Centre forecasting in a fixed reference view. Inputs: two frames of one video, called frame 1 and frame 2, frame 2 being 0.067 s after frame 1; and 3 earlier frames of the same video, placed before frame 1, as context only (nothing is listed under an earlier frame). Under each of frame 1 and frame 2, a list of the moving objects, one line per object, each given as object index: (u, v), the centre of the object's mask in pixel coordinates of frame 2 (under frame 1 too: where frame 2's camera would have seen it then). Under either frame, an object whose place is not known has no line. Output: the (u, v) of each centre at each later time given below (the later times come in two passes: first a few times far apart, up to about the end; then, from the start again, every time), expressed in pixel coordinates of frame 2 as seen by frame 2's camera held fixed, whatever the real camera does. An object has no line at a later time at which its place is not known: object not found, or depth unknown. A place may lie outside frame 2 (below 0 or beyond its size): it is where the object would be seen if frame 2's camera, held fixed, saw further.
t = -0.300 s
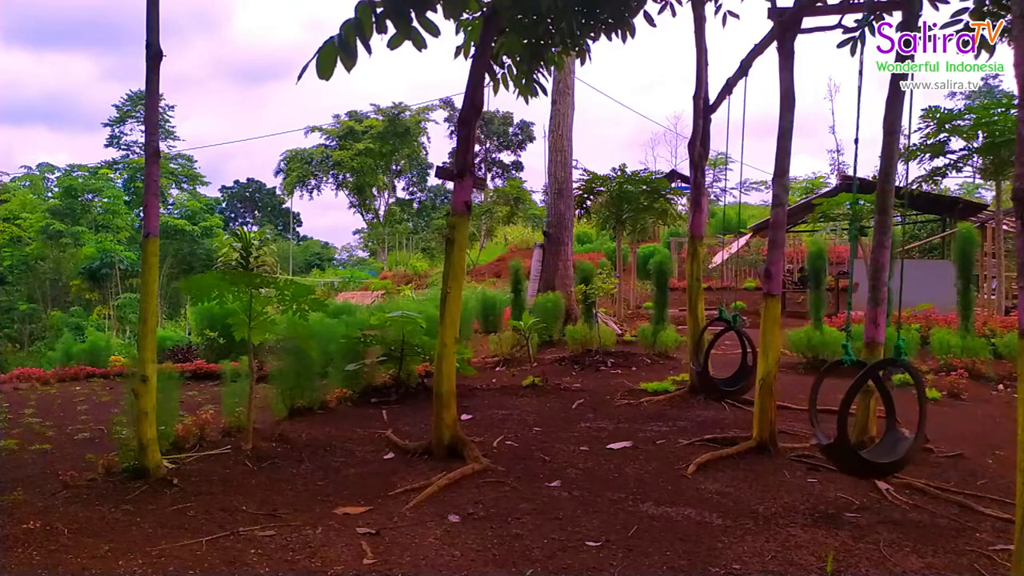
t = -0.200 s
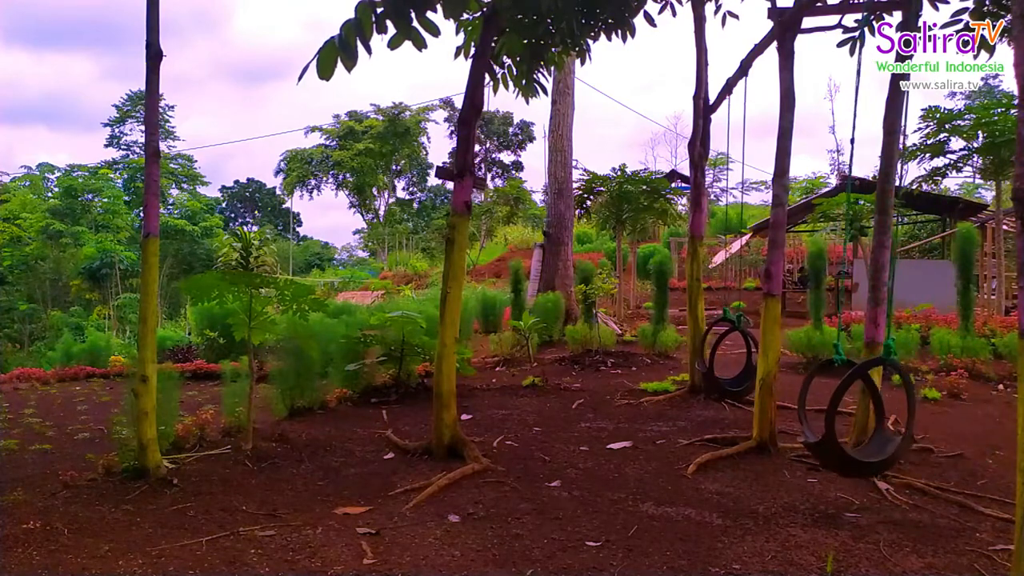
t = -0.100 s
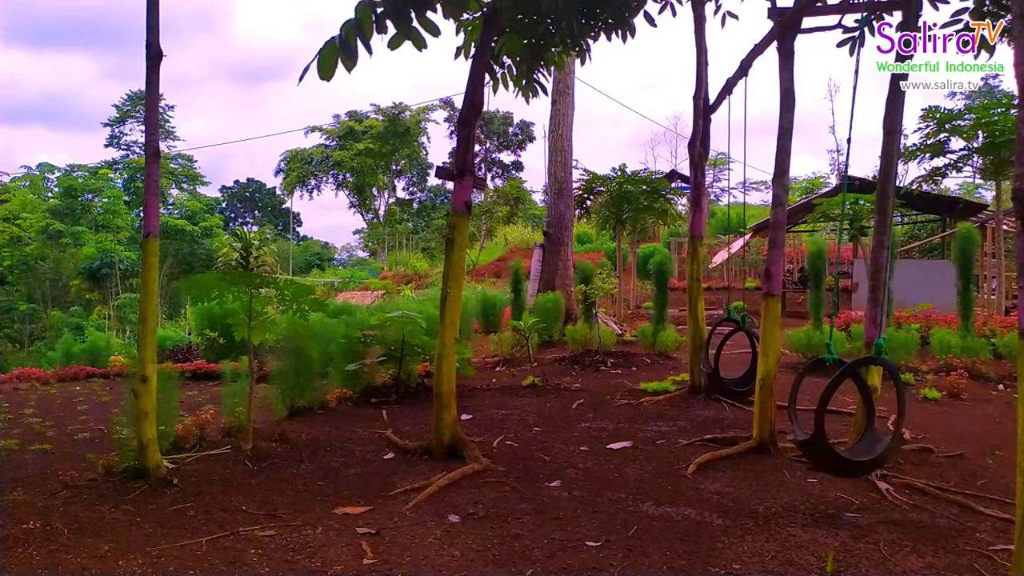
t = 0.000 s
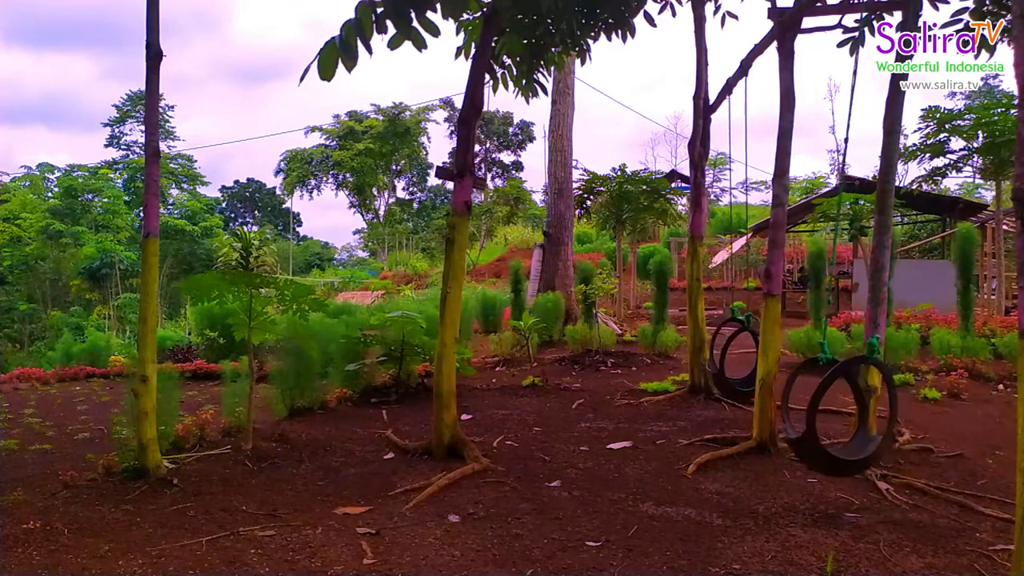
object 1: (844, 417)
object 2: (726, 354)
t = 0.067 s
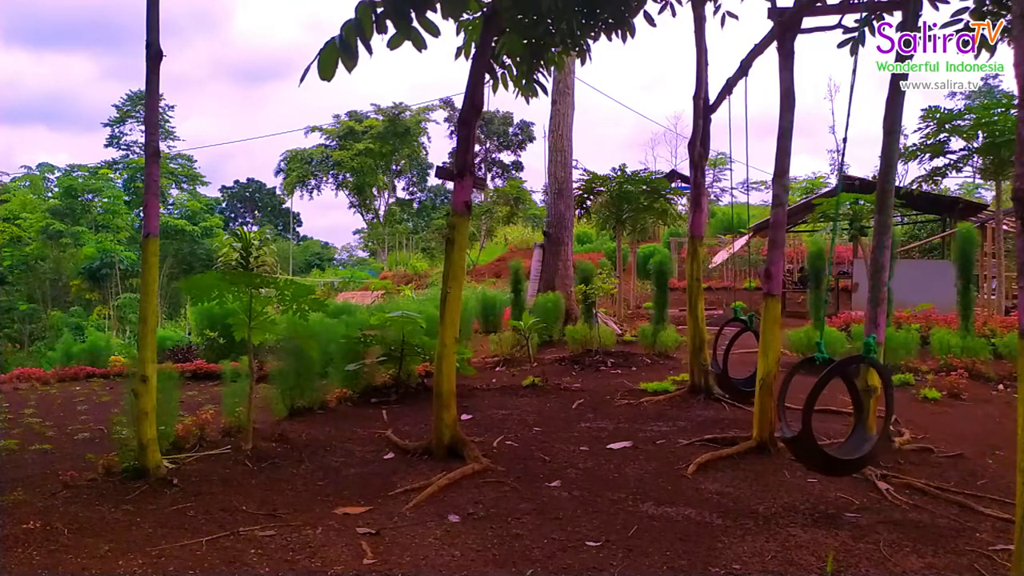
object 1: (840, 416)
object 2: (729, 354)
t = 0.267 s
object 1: (836, 415)
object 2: (738, 352)
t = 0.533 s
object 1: (846, 417)
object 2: (740, 352)
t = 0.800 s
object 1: (874, 419)
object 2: (738, 353)
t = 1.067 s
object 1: (907, 420)
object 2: (730, 354)
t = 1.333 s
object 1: (937, 419)
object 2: (728, 357)
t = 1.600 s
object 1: (949, 417)
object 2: (719, 358)
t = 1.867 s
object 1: (943, 418)
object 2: (713, 357)
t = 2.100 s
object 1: (924, 419)
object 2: (713, 357)
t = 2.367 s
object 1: (891, 420)
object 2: (719, 358)
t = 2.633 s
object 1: (861, 419)
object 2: (729, 358)
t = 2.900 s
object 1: (841, 416)
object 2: (730, 353)
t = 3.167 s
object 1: (839, 416)
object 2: (739, 353)
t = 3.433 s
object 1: (857, 418)
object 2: (740, 352)
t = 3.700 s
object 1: (887, 420)
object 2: (736, 353)
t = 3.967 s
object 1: (918, 420)
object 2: (734, 356)
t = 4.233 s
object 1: (940, 419)
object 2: (726, 359)
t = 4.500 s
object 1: (947, 417)
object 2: (717, 358)
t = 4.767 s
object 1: (937, 418)
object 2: (713, 357)
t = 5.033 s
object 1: (910, 419)
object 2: (716, 357)
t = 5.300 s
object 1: (879, 419)
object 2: (723, 358)
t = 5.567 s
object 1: (853, 417)
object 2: (733, 357)
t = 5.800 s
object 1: (842, 417)
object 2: (734, 353)
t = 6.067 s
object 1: (847, 418)
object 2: (739, 353)
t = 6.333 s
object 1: (870, 420)
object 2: (738, 353)
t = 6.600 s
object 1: (900, 421)
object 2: (732, 353)
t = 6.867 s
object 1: (928, 419)
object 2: (731, 356)
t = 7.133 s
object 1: (944, 417)
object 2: (723, 359)
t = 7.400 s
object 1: (943, 417)
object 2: (717, 358)
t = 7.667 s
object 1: (925, 419)
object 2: (716, 358)
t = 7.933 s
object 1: (898, 420)
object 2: (720, 358)
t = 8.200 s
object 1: (870, 419)
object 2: (727, 359)
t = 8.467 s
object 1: (850, 418)
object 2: (727, 353)
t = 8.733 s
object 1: (846, 417)
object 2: (735, 353)
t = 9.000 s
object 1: (859, 419)
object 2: (738, 353)
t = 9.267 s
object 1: (884, 420)
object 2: (734, 353)
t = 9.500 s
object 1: (909, 420)
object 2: (726, 354)
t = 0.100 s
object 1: (839, 416)
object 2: (730, 354)
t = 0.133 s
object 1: (837, 415)
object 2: (732, 354)
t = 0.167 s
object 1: (837, 415)
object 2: (734, 354)
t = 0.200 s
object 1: (836, 415)
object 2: (734, 354)
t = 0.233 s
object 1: (836, 415)
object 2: (736, 353)
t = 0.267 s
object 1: (836, 415)
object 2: (738, 352)
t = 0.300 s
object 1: (836, 415)
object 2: (738, 353)
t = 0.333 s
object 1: (837, 415)
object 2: (739, 352)
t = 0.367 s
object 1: (837, 416)
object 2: (739, 352)
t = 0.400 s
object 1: (838, 416)
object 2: (739, 352)
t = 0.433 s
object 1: (840, 416)
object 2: (740, 351)
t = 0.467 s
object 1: (842, 416)
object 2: (740, 352)
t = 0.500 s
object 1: (844, 417)
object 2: (740, 352)
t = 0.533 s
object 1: (846, 417)
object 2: (740, 352)
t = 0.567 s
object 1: (849, 418)
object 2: (740, 352)
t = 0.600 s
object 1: (852, 418)
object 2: (740, 352)
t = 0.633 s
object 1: (855, 418)
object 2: (740, 352)
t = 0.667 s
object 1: (859, 418)
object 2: (740, 352)
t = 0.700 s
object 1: (862, 418)
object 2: (740, 352)
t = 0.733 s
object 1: (866, 418)
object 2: (739, 352)
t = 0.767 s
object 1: (870, 419)
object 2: (739, 352)
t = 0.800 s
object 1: (874, 419)
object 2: (738, 353)
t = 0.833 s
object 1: (878, 420)
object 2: (738, 353)
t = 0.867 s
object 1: (882, 420)
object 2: (737, 353)
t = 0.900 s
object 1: (887, 420)
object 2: (736, 353)
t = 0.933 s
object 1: (891, 420)
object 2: (735, 353)
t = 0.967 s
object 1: (895, 420)
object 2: (734, 353)
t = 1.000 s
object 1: (900, 420)
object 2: (733, 352)
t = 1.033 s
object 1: (904, 420)
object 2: (731, 353)
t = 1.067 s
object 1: (907, 420)
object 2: (730, 354)
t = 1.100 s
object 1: (912, 420)
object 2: (728, 353)
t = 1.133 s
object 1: (915, 420)
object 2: (726, 353)
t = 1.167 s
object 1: (919, 420)
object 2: (734, 356)
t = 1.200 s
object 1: (923, 420)
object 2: (733, 356)
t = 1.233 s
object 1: (926, 420)
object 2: (732, 356)
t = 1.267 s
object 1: (930, 419)
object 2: (731, 356)
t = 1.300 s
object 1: (933, 420)
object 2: (729, 357)
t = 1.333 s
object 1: (937, 419)
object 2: (728, 357)
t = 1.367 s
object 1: (939, 419)
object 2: (727, 357)
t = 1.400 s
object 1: (941, 419)
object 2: (727, 358)
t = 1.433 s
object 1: (943, 418)
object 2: (725, 358)
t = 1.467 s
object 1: (945, 418)
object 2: (723, 358)
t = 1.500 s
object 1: (947, 418)
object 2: (722, 358)
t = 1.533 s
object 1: (948, 418)
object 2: (721, 358)
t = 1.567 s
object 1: (948, 417)
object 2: (720, 358)
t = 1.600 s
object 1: (949, 417)
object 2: (719, 358)
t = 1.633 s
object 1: (949, 417)
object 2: (717, 358)
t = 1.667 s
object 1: (949, 417)
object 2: (717, 357)
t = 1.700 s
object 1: (949, 417)
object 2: (716, 357)
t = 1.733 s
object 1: (948, 417)
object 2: (715, 357)
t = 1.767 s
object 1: (948, 417)
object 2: (714, 357)
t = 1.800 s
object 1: (947, 417)
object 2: (713, 357)
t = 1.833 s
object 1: (945, 418)
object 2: (713, 357)
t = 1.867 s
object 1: (943, 418)
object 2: (713, 357)
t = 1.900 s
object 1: (941, 418)
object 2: (712, 357)
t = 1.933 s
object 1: (939, 418)
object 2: (712, 357)
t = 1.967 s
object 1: (936, 418)
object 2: (712, 357)
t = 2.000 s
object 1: (934, 418)
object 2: (712, 357)
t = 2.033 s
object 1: (935, 420)
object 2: (712, 357)
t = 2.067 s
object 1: (927, 419)
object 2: (712, 357)
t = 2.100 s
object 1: (924, 419)
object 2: (713, 357)
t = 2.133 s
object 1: (919, 420)
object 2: (713, 357)
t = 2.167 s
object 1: (916, 420)
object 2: (714, 357)
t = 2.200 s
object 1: (912, 419)
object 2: (714, 357)
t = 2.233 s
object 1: (908, 420)
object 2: (715, 357)
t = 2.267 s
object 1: (904, 420)
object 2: (716, 357)
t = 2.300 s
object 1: (900, 420)
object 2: (717, 358)
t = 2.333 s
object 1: (895, 419)
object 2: (718, 358)
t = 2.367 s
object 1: (891, 420)
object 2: (719, 358)
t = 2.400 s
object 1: (888, 419)
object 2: (721, 358)
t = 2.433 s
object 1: (884, 420)
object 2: (722, 359)
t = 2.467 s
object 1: (880, 419)
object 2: (723, 359)
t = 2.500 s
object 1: (875, 419)
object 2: (724, 359)
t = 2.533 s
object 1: (871, 419)
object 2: (724, 359)
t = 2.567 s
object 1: (868, 419)
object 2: (727, 358)
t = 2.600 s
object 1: (864, 418)
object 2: (726, 359)
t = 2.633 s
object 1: (861, 419)
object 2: (729, 358)
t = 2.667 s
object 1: (857, 418)
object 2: (730, 358)
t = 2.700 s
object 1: (854, 418)
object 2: (731, 358)
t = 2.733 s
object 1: (852, 418)
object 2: (732, 356)
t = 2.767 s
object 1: (849, 417)
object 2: (733, 357)
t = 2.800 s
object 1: (846, 417)
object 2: (734, 356)
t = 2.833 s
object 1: (844, 416)
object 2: (727, 353)
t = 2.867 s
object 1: (843, 416)
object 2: (729, 353)
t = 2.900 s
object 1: (841, 416)
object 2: (730, 353)
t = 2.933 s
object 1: (839, 416)
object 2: (732, 353)
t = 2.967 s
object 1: (839, 416)
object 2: (733, 353)
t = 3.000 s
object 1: (838, 416)
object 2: (734, 353)
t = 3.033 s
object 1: (838, 416)
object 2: (735, 353)
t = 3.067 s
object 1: (838, 416)
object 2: (737, 353)
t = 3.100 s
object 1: (838, 416)
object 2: (738, 353)
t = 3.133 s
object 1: (839, 416)
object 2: (738, 352)
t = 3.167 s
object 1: (839, 416)
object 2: (739, 353)
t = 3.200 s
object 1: (841, 416)
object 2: (739, 352)
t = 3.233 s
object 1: (842, 416)
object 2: (739, 352)
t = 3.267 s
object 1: (844, 417)
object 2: (739, 353)
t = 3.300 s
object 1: (846, 417)
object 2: (740, 353)
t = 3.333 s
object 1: (849, 418)
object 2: (740, 352)
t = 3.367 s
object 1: (851, 418)
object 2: (740, 352)
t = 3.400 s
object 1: (854, 418)
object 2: (740, 352)
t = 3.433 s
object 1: (857, 418)
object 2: (740, 352)
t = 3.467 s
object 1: (860, 419)
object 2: (739, 352)
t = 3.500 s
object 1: (864, 419)
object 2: (739, 352)
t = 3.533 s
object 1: (867, 419)
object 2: (739, 352)
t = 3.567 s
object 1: (871, 420)
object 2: (739, 352)
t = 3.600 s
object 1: (875, 420)
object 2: (738, 352)
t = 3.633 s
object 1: (879, 419)
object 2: (738, 353)
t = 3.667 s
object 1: (883, 420)
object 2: (737, 352)
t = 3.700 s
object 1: (887, 420)
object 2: (736, 353)
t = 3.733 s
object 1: (891, 420)
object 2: (735, 352)
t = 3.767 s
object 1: (895, 421)
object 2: (734, 353)
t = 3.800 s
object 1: (900, 421)
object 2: (733, 352)
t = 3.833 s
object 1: (904, 420)
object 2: (731, 353)
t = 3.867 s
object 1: (907, 420)
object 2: (730, 353)
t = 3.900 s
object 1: (911, 420)
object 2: (729, 352)
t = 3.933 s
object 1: (914, 420)
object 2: (726, 354)
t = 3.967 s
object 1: (918, 420)
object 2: (734, 356)
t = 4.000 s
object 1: (922, 420)
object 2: (733, 356)
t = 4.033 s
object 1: (925, 420)
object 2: (732, 357)
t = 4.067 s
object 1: (929, 419)
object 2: (730, 358)
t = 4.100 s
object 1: (932, 419)
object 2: (730, 358)
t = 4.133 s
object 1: (933, 419)
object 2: (729, 358)
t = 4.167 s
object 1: (936, 419)
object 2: (728, 358)
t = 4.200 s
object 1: (938, 418)
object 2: (726, 359)
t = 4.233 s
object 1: (940, 419)
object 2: (726, 359)
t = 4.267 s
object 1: (942, 418)
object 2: (724, 359)
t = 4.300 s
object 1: (944, 418)
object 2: (723, 359)
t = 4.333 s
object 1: (945, 418)
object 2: (722, 358)
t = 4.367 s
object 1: (946, 417)
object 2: (721, 358)
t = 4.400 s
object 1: (947, 417)
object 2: (720, 358)
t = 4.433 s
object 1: (947, 417)
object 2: (719, 358)
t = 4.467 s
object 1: (947, 417)
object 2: (718, 358)
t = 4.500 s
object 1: (947, 417)
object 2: (717, 358)
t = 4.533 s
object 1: (947, 417)
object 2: (717, 358)
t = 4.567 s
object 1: (946, 417)
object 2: (716, 357)
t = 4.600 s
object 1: (945, 417)
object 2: (715, 357)
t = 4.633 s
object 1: (944, 417)
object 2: (715, 357)
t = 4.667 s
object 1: (942, 418)
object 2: (714, 357)
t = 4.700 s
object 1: (940, 418)
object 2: (714, 357)
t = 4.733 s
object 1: (939, 418)
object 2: (713, 357)
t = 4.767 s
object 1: (937, 418)
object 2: (713, 357)
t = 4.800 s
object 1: (933, 418)
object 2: (713, 357)
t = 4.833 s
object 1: (931, 418)
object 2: (713, 357)
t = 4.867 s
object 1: (928, 419)
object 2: (713, 357)
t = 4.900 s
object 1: (924, 419)
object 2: (714, 357)
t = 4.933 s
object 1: (921, 419)
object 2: (714, 357)
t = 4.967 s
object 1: (918, 420)
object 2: (715, 357)
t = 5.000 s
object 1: (914, 419)
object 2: (715, 357)
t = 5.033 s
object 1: (910, 419)
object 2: (716, 357)
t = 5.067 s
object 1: (906, 419)
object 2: (717, 357)
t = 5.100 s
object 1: (902, 419)
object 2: (718, 358)
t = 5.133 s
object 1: (898, 419)
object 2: (719, 358)
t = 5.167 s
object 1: (894, 420)
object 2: (720, 358)
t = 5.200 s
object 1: (890, 419)
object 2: (721, 358)
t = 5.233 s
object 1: (887, 419)
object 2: (722, 358)
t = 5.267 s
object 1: (883, 419)
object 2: (722, 358)
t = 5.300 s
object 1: (879, 419)
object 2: (723, 358)
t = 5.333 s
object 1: (875, 419)
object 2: (724, 359)
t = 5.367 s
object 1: (872, 419)
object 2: (725, 359)
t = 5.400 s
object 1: (868, 419)
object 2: (725, 359)
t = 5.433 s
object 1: (864, 418)
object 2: (726, 359)
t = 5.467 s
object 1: (861, 418)
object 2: (729, 358)
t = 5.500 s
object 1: (858, 418)
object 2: (729, 359)
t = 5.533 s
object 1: (855, 417)
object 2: (730, 358)
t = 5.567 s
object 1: (853, 417)
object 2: (733, 357)
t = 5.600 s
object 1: (851, 417)
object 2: (733, 357)
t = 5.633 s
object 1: (848, 417)
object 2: (734, 356)
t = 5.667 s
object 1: (846, 417)
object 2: (727, 354)
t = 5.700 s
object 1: (845, 417)
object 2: (729, 353)
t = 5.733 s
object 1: (844, 417)
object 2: (730, 354)
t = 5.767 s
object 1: (842, 417)
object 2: (732, 353)
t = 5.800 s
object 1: (842, 417)
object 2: (734, 353)
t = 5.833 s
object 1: (842, 417)
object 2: (734, 353)
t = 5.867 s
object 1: (842, 417)
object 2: (735, 353)
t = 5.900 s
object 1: (842, 417)
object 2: (736, 353)
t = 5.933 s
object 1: (843, 417)
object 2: (737, 353)
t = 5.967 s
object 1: (843, 417)
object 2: (738, 353)
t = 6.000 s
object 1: (844, 417)
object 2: (738, 353)
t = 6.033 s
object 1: (845, 417)
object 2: (739, 353)
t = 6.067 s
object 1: (847, 418)
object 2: (739, 353)
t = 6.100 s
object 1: (849, 418)
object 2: (739, 353)
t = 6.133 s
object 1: (852, 418)
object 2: (739, 353)
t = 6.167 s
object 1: (854, 419)
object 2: (739, 353)
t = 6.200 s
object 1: (857, 419)
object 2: (739, 353)
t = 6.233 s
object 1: (860, 419)
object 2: (739, 353)
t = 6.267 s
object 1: (863, 419)
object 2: (739, 353)
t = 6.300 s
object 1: (866, 420)
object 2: (739, 353)
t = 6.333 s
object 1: (870, 420)
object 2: (738, 353)
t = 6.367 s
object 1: (873, 420)
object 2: (738, 353)
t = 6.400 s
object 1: (877, 420)
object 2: (737, 353)
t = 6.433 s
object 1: (881, 420)
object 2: (737, 353)
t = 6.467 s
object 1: (885, 420)
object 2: (736, 353)
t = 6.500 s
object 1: (889, 420)
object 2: (735, 353)
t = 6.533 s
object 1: (892, 420)
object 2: (734, 353)
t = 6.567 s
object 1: (896, 421)
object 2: (734, 352)
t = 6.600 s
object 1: (900, 421)
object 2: (732, 353)
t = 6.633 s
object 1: (904, 420)
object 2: (730, 353)
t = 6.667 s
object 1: (908, 420)
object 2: (730, 352)
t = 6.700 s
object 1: (912, 420)
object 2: (728, 353)
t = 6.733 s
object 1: (915, 420)
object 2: (726, 354)
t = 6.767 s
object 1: (918, 420)
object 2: (734, 356)
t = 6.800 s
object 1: (921, 420)
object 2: (733, 356)
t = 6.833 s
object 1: (925, 420)
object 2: (732, 357)
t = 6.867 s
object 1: (928, 419)
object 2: (731, 356)
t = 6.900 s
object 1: (930, 419)
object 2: (731, 357)
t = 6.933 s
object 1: (933, 419)
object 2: (729, 357)
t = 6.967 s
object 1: (936, 419)
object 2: (729, 361)
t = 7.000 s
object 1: (938, 418)
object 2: (727, 358)
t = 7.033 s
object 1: (940, 418)
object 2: (727, 358)
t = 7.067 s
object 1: (941, 418)
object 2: (726, 358)
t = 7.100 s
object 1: (942, 418)
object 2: (725, 358)
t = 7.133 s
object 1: (944, 417)
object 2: (723, 359)
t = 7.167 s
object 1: (944, 417)
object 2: (722, 359)
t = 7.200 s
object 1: (945, 417)
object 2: (721, 359)
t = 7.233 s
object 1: (945, 417)
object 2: (721, 358)
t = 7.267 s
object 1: (945, 417)
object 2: (720, 358)
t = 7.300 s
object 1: (945, 417)
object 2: (719, 358)
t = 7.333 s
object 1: (945, 417)
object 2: (718, 358)
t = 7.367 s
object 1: (944, 417)
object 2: (717, 358)
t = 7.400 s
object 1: (943, 417)
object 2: (717, 358)
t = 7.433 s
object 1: (942, 417)
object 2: (716, 358)
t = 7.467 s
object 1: (940, 417)
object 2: (716, 358)
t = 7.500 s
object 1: (939, 418)
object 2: (716, 358)
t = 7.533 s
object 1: (937, 418)
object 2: (716, 358)
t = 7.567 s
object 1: (935, 418)
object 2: (716, 358)
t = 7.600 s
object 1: (932, 419)
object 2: (716, 358)
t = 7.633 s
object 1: (929, 419)
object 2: (716, 358)
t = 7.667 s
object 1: (925, 419)
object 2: (716, 358)
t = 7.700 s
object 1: (922, 419)
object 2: (716, 358)
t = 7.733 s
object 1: (920, 419)
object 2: (716, 358)
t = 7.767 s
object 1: (916, 420)
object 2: (717, 358)
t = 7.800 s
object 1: (913, 419)
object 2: (718, 358)
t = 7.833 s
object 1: (909, 420)
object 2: (718, 358)
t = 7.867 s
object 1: (906, 420)
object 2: (719, 358)
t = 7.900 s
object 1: (902, 420)
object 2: (719, 358)
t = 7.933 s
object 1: (898, 420)
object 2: (720, 358)
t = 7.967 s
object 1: (895, 420)
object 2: (721, 359)
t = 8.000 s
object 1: (891, 420)
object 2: (722, 359)
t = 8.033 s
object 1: (887, 420)
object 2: (723, 359)
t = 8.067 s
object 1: (884, 420)
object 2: (723, 359)
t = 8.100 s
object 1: (880, 420)
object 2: (726, 358)
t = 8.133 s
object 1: (876, 419)
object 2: (725, 359)
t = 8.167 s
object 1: (873, 419)
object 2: (726, 359)
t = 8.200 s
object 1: (870, 419)
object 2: (727, 359)
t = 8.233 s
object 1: (866, 418)
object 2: (729, 357)
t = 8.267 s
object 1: (863, 418)
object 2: (730, 358)
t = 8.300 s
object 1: (861, 418)
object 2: (731, 358)
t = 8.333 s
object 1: (858, 418)
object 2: (732, 356)
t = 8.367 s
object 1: (856, 418)
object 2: (733, 356)
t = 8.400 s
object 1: (854, 418)
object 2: (734, 356)
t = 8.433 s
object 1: (852, 418)
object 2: (726, 354)
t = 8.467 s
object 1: (850, 418)
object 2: (727, 353)
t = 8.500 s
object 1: (849, 418)
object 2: (728, 355)
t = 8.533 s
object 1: (848, 418)
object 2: (729, 355)
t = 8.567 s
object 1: (847, 417)
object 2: (730, 354)
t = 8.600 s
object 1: (846, 418)
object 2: (731, 354)
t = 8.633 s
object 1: (846, 418)
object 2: (733, 353)
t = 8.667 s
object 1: (846, 418)
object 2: (734, 353)
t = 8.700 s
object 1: (846, 418)
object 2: (734, 353)
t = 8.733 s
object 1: (846, 417)
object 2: (735, 353)
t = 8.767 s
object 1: (847, 418)
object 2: (736, 353)
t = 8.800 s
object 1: (848, 418)
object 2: (737, 353)
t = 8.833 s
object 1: (849, 418)
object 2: (737, 353)
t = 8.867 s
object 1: (850, 418)
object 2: (737, 353)
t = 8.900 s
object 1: (851, 418)
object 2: (738, 353)
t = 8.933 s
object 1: (854, 418)
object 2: (738, 353)
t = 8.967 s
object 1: (856, 419)
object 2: (738, 353)
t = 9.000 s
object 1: (859, 419)
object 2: (738, 353)
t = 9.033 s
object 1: (861, 419)
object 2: (738, 353)
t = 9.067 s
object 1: (864, 419)
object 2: (738, 353)
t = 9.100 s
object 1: (867, 419)
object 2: (737, 353)
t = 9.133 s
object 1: (871, 420)
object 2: (737, 353)
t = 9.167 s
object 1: (874, 420)
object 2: (736, 353)
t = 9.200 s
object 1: (877, 420)
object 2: (735, 353)
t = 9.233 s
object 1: (880, 420)
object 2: (734, 353)
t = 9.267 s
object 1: (884, 420)
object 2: (734, 353)
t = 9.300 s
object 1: (888, 420)
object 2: (733, 353)
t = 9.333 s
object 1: (892, 420)
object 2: (732, 354)
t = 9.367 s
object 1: (895, 420)
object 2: (731, 354)
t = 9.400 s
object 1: (898, 420)
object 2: (729, 356)
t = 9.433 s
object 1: (902, 420)
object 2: (729, 355)
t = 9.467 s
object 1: (905, 420)
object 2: (727, 356)
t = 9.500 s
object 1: (909, 420)
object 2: (726, 354)
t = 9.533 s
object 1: (912, 420)
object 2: (734, 357)
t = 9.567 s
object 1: (915, 420)
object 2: (733, 357)
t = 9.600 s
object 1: (918, 420)
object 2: (732, 357)
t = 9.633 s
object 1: (921, 420)
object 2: (731, 357)
